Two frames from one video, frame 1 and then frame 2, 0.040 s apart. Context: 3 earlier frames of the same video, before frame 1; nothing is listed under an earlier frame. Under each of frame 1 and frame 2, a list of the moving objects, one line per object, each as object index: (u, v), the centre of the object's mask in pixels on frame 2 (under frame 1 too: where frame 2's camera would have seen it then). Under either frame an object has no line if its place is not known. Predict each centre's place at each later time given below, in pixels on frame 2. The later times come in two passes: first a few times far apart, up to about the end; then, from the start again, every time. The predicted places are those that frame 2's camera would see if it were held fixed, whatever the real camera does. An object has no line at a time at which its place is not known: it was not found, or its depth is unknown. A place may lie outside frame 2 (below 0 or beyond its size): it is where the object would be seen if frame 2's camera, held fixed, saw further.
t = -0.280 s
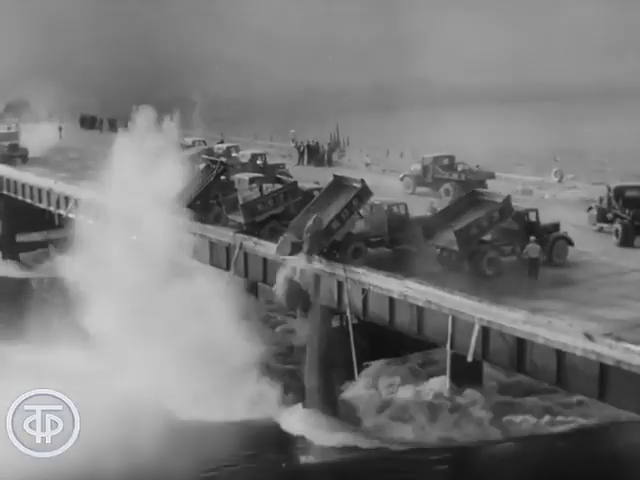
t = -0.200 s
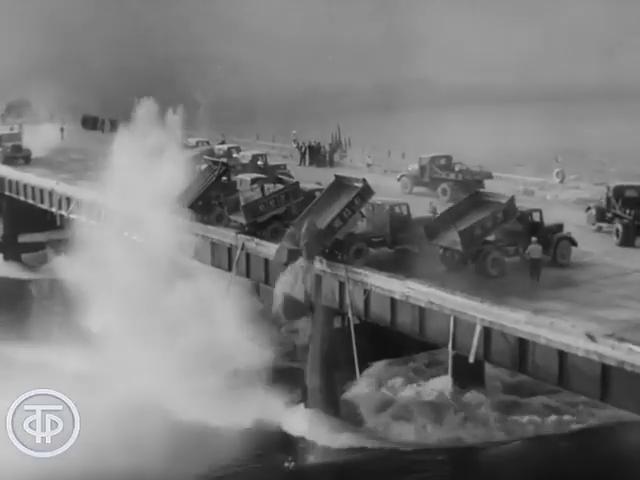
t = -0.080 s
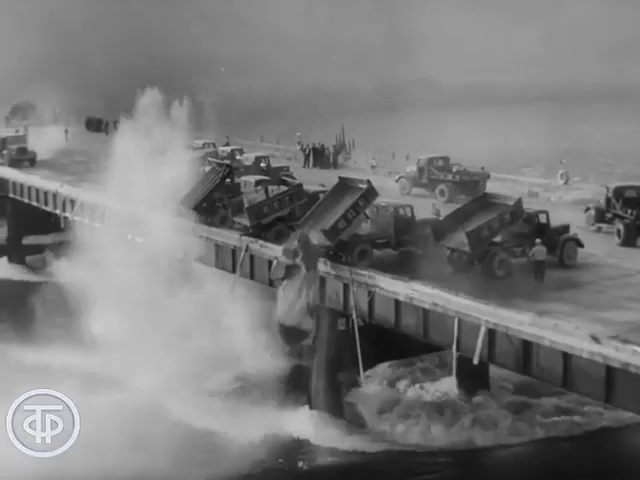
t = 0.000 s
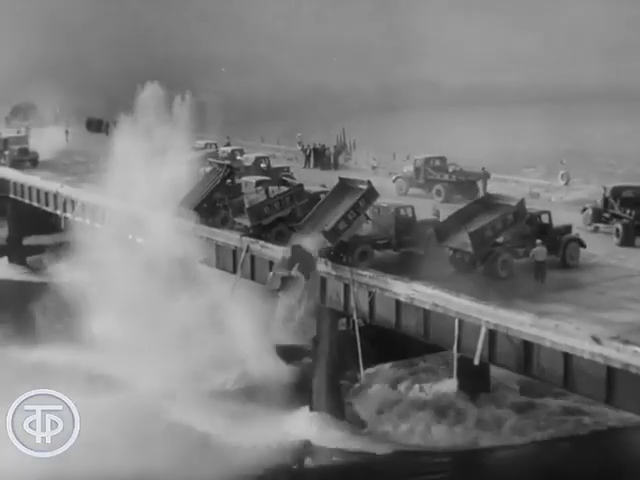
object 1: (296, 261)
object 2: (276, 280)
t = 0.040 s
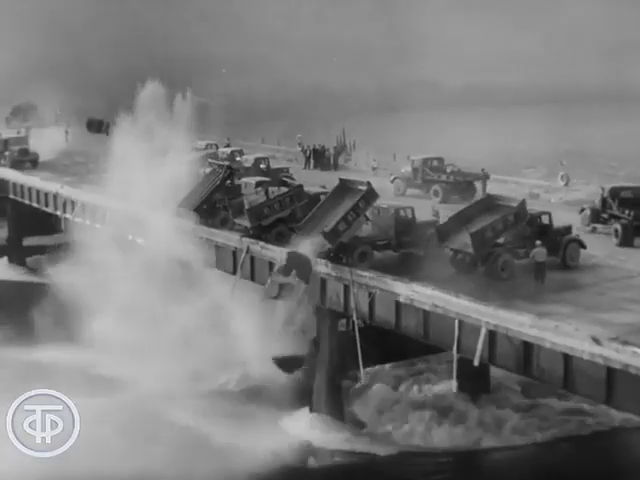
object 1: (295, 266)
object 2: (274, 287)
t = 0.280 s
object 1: (281, 301)
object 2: (263, 330)
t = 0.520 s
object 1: (266, 349)
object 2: (252, 384)
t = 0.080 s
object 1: (294, 271)
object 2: (273, 293)
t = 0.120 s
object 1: (291, 276)
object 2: (269, 300)
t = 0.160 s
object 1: (288, 282)
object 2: (266, 308)
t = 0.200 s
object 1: (287, 289)
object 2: (267, 314)
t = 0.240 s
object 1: (285, 295)
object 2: (265, 322)
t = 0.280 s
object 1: (281, 301)
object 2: (263, 330)
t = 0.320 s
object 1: (279, 308)
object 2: (262, 337)
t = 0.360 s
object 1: (277, 315)
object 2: (260, 346)
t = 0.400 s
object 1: (275, 322)
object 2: (258, 354)
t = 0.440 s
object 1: (272, 331)
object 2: (256, 364)
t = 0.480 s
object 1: (270, 340)
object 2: (254, 374)
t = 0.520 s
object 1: (266, 349)
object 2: (252, 384)
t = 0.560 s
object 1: (264, 360)
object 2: (251, 396)
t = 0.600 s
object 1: (261, 370)
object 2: (249, 404)
